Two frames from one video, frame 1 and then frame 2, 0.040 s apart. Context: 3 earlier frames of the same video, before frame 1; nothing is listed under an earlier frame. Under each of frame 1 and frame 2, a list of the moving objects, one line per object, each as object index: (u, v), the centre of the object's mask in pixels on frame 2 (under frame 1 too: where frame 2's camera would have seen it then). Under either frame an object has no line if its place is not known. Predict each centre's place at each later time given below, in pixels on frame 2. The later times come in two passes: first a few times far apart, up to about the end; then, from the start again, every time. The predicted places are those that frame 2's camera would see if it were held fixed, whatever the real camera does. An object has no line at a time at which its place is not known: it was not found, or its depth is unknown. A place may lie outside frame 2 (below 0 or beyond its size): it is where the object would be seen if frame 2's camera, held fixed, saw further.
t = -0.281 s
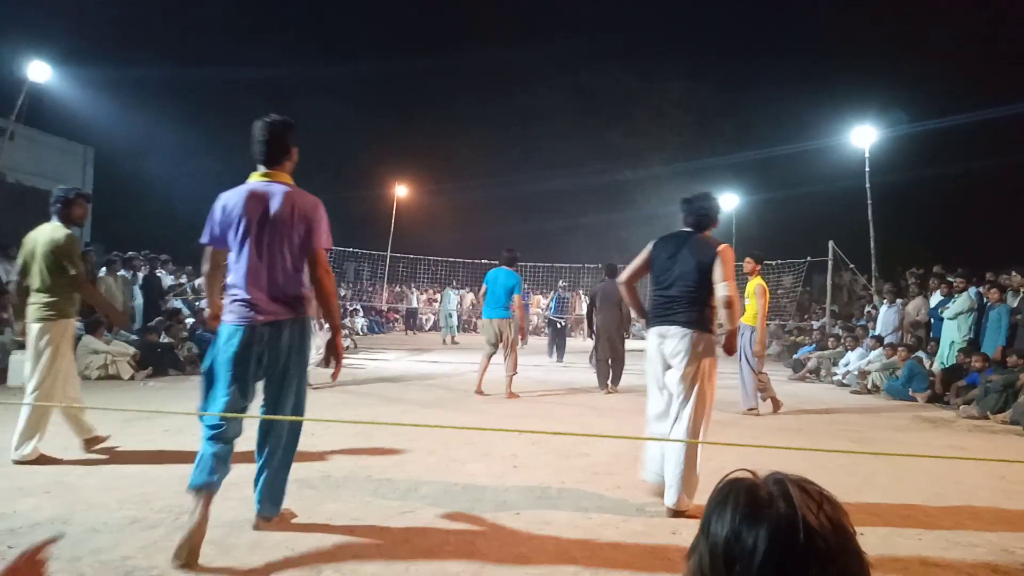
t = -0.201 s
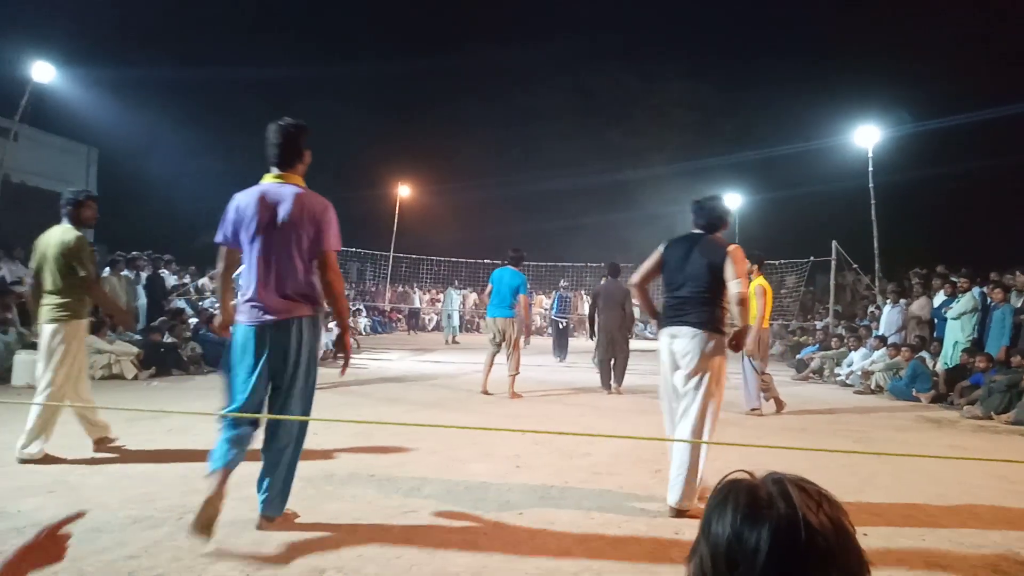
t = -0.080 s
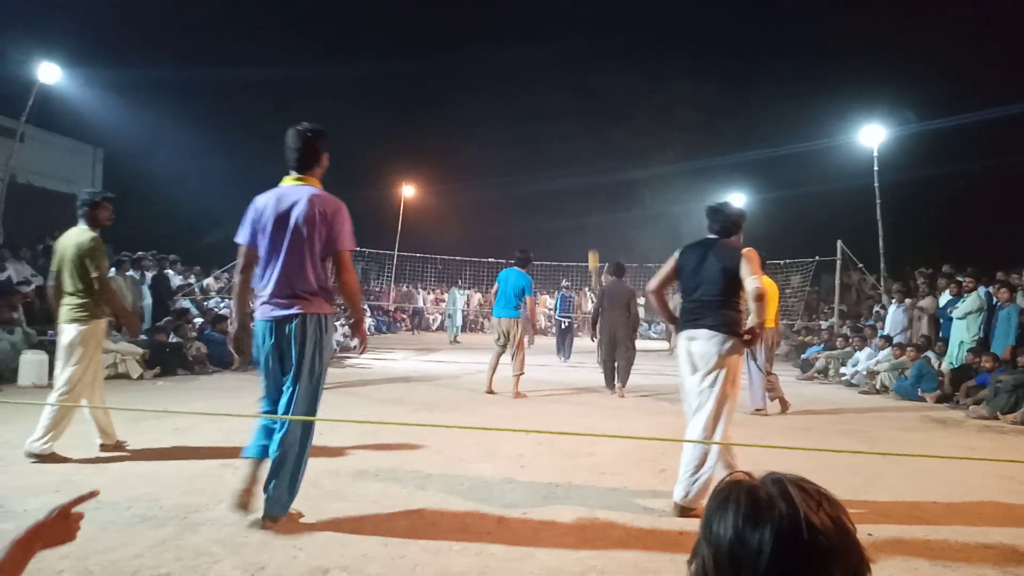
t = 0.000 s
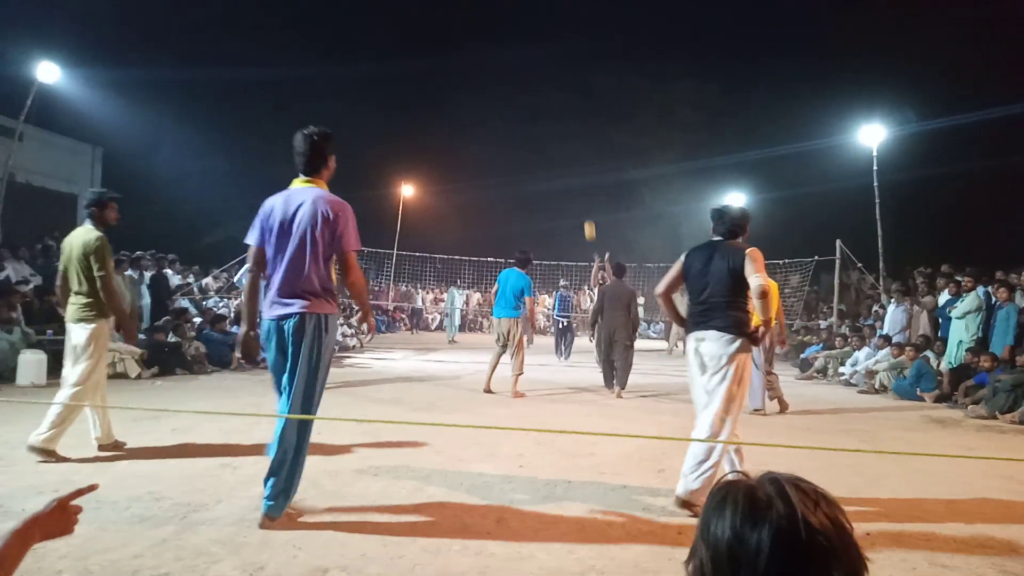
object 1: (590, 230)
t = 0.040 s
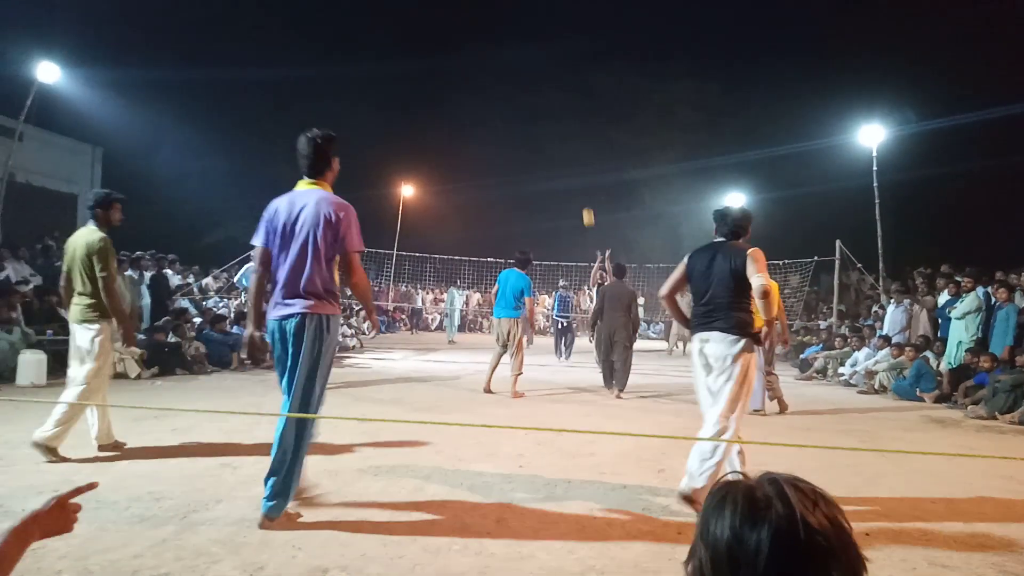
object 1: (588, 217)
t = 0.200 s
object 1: (582, 172)
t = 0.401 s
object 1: (574, 138)
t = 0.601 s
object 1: (563, 129)
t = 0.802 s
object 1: (551, 147)
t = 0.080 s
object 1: (587, 205)
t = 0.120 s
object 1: (585, 193)
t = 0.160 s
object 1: (584, 182)
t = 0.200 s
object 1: (582, 172)
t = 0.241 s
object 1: (580, 163)
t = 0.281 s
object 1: (579, 156)
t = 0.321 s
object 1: (577, 149)
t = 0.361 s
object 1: (575, 143)
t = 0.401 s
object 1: (574, 138)
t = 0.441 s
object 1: (572, 134)
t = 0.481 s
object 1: (570, 131)
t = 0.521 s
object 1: (568, 129)
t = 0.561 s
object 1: (565, 129)
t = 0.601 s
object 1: (563, 129)
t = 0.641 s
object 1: (561, 130)
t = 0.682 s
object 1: (559, 133)
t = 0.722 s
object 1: (556, 136)
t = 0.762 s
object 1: (554, 141)
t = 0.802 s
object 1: (551, 147)
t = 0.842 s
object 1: (549, 154)
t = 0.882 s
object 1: (546, 162)
